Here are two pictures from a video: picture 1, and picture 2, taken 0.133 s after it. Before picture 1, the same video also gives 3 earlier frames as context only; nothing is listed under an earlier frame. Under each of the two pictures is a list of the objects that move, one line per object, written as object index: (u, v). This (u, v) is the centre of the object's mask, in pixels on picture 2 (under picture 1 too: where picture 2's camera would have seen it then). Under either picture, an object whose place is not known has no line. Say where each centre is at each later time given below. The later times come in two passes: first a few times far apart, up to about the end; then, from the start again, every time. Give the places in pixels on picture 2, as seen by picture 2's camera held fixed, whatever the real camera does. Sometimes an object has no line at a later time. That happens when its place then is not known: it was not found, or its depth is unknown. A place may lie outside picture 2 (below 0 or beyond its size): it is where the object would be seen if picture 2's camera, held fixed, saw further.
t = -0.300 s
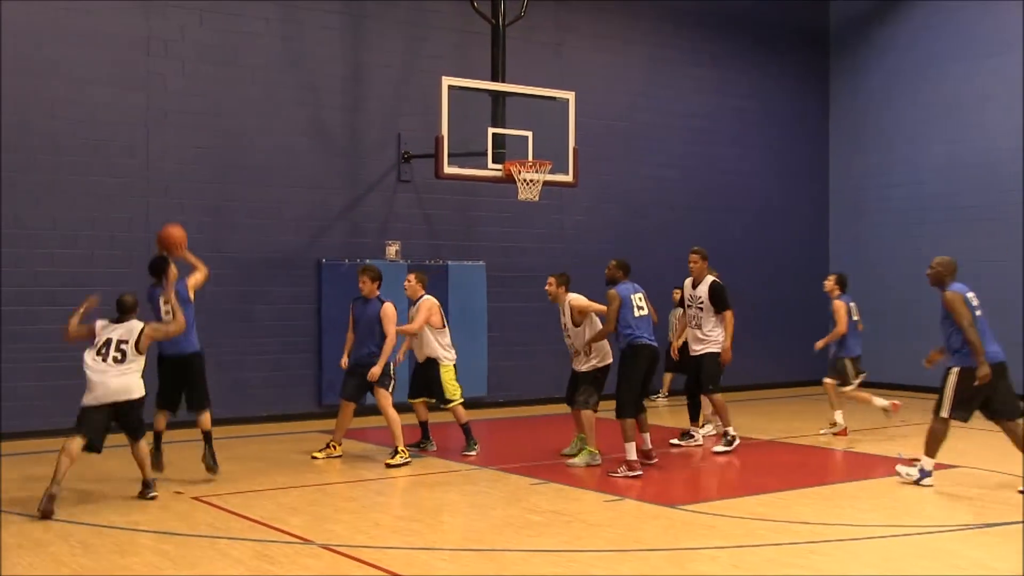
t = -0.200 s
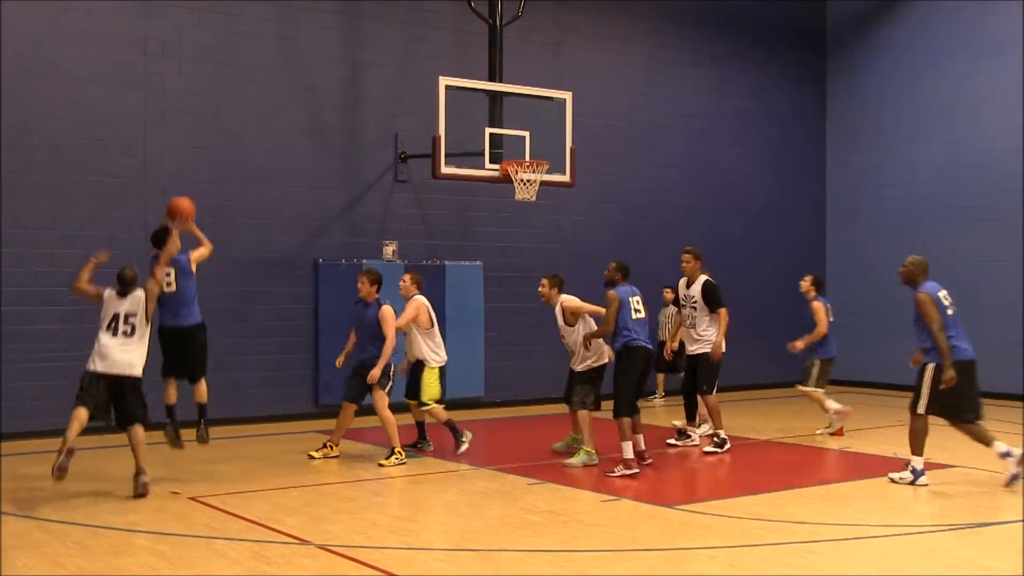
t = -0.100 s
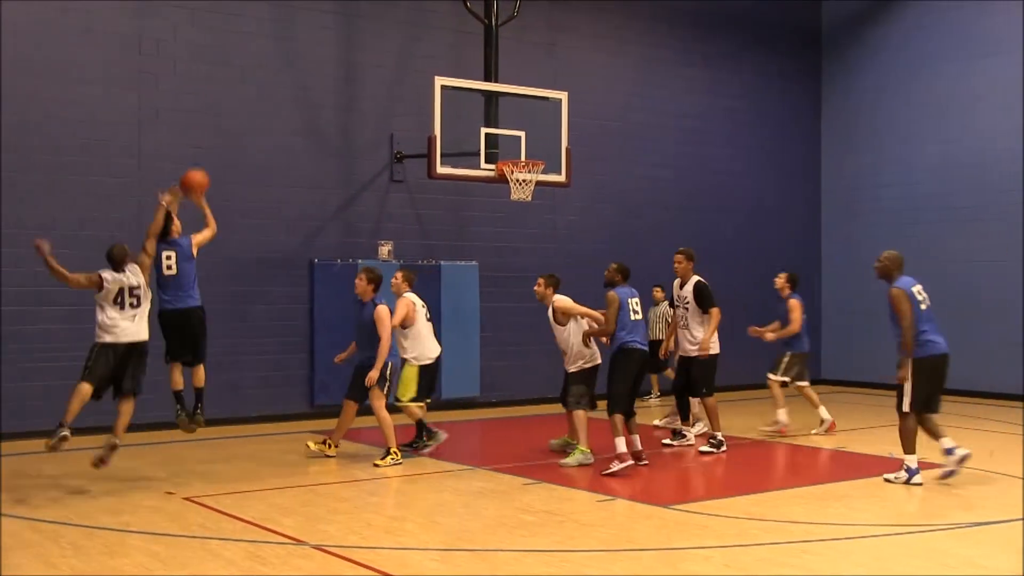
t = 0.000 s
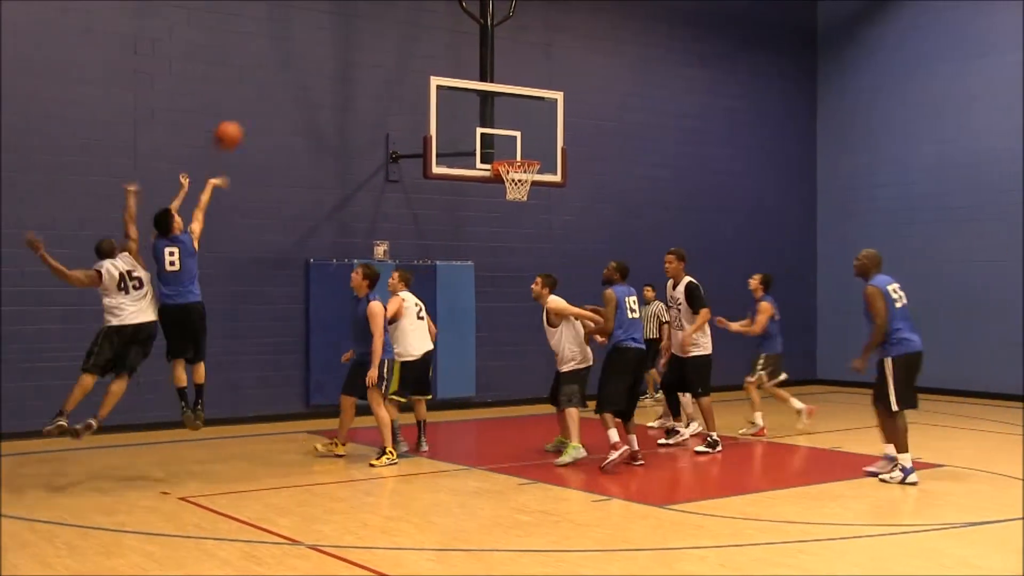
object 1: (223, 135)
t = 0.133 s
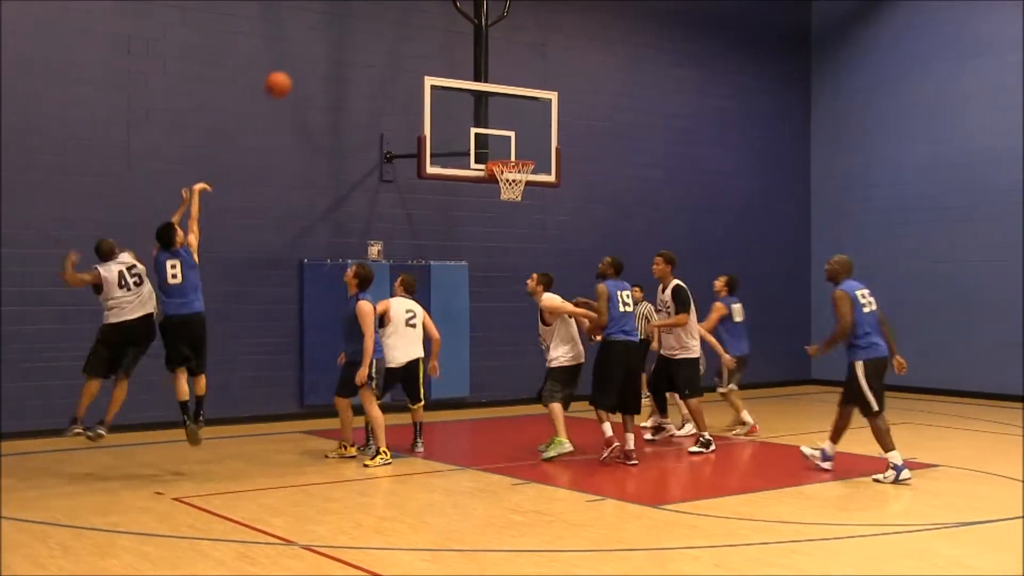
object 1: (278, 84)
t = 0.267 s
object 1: (329, 56)
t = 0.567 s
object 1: (424, 60)
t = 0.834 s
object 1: (495, 117)
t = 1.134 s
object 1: (538, 111)
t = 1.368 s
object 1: (556, 91)
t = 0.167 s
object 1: (292, 75)
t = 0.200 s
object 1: (305, 67)
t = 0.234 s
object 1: (317, 61)
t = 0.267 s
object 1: (329, 56)
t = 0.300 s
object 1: (340, 52)
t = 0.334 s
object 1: (351, 49)
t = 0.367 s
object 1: (363, 48)
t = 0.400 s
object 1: (374, 48)
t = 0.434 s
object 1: (384, 48)
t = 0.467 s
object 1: (395, 50)
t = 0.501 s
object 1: (405, 52)
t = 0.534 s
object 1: (414, 55)
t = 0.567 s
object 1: (424, 60)
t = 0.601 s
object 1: (434, 64)
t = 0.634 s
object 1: (443, 71)
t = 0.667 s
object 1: (452, 78)
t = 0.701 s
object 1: (461, 86)
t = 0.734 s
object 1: (470, 95)
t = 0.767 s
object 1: (478, 103)
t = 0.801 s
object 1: (486, 109)
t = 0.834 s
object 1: (495, 117)
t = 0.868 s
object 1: (504, 126)
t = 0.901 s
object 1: (512, 135)
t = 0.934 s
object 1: (521, 145)
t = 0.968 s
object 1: (528, 152)
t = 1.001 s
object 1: (530, 142)
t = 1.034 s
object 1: (532, 133)
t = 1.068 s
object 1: (534, 125)
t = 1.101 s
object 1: (536, 117)
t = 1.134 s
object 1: (538, 111)
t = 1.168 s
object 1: (541, 106)
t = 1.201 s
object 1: (544, 101)
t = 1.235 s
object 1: (546, 97)
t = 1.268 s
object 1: (548, 94)
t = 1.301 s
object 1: (551, 92)
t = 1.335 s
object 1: (553, 92)
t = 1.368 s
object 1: (556, 91)
